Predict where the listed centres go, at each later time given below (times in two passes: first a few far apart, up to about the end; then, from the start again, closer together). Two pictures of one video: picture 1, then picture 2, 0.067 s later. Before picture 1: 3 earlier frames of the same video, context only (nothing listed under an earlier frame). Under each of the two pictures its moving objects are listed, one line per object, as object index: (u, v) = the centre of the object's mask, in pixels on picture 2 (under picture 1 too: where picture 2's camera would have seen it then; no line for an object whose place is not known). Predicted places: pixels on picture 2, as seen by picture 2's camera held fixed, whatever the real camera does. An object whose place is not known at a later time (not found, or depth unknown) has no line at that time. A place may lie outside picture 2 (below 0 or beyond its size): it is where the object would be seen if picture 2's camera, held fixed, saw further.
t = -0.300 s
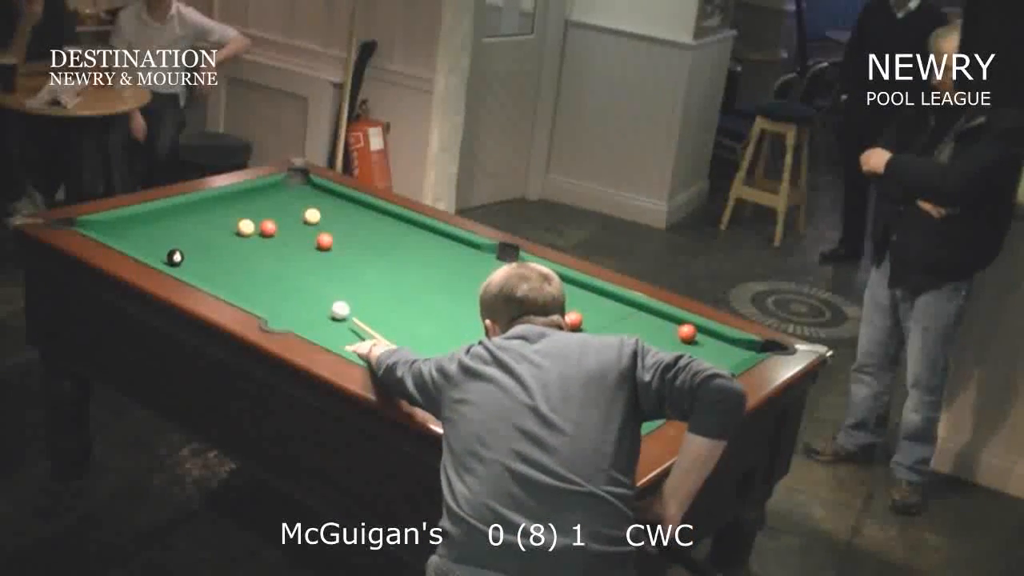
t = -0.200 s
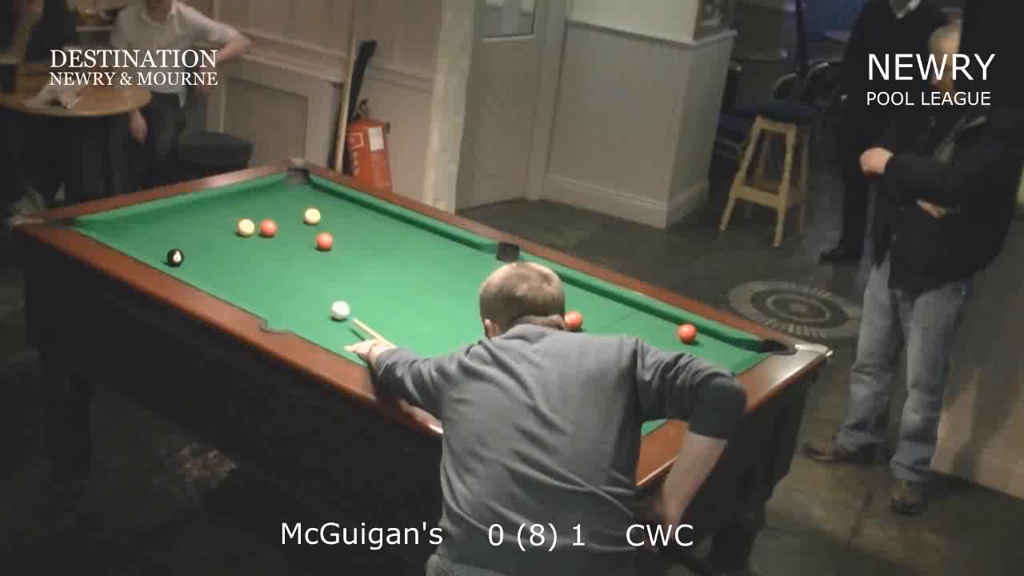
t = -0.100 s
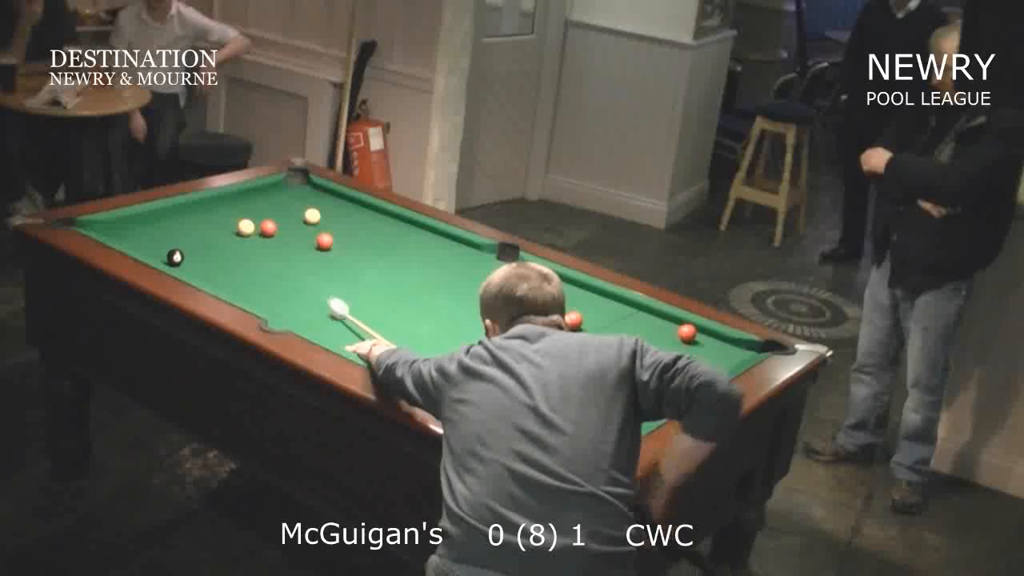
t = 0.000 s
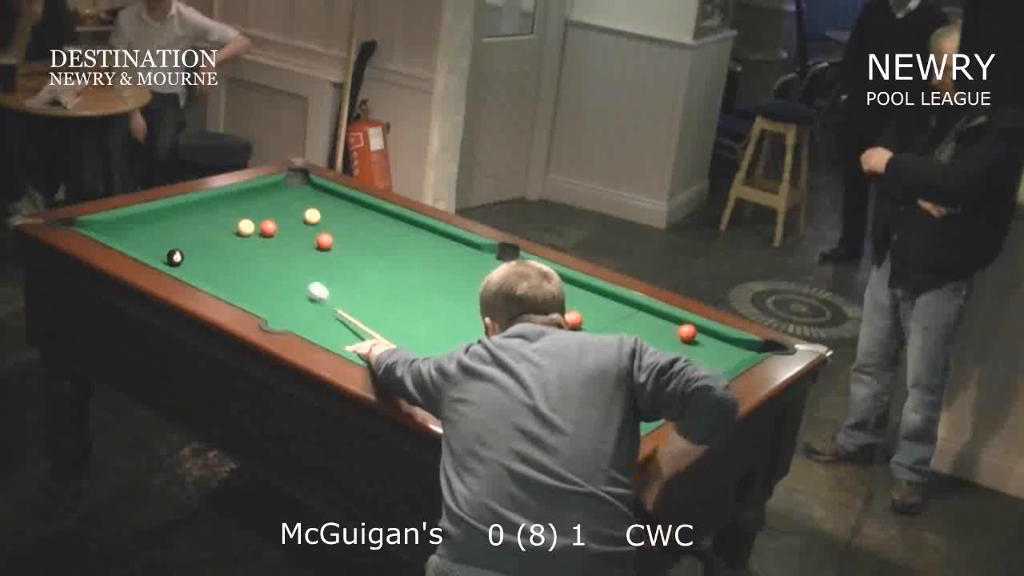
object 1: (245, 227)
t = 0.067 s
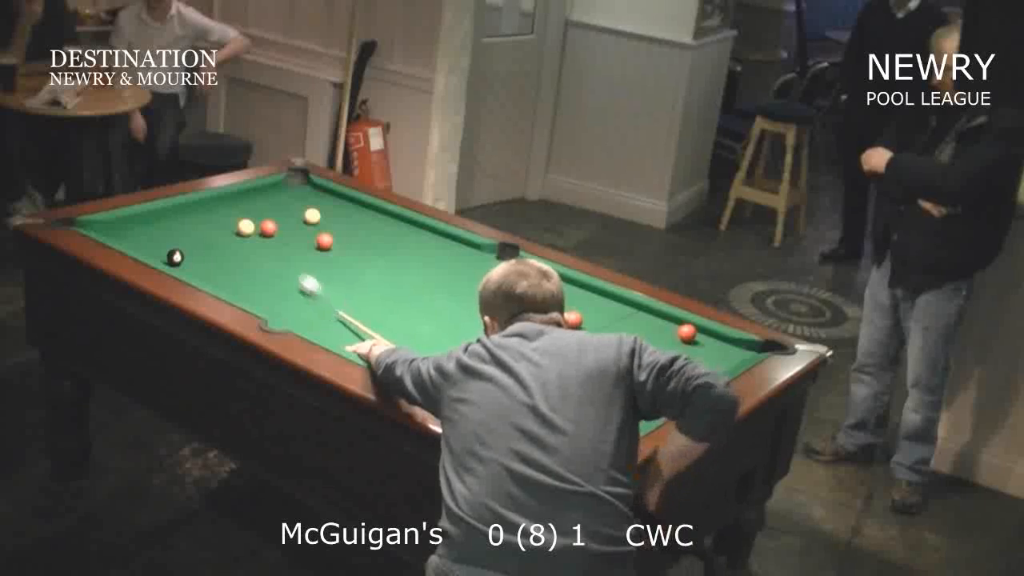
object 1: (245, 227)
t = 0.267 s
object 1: (245, 227)
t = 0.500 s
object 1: (246, 227)
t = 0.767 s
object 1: (244, 219)
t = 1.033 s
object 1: (239, 210)
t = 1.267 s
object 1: (236, 202)
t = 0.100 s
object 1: (245, 226)
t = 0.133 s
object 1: (245, 226)
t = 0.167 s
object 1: (245, 226)
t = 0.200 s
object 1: (245, 227)
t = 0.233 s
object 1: (245, 227)
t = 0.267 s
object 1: (245, 227)
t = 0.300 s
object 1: (245, 227)
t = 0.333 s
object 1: (246, 227)
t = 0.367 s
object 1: (245, 227)
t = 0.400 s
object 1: (245, 227)
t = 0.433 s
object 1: (245, 227)
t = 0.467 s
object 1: (246, 227)
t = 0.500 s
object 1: (246, 227)
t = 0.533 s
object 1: (245, 226)
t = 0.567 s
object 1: (245, 226)
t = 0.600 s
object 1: (245, 225)
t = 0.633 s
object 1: (245, 224)
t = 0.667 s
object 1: (245, 222)
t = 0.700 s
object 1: (244, 221)
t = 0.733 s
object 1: (244, 220)
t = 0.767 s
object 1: (244, 219)
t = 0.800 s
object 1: (243, 218)
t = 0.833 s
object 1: (242, 217)
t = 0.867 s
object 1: (241, 216)
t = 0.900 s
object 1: (241, 215)
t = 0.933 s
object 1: (240, 214)
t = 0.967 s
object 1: (240, 212)
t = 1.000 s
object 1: (239, 211)
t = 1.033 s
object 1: (239, 210)
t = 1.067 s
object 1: (238, 209)
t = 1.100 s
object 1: (238, 208)
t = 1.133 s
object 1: (238, 206)
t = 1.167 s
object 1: (237, 205)
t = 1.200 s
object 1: (237, 204)
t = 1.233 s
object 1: (236, 203)
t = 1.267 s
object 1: (236, 202)
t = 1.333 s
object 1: (235, 200)
